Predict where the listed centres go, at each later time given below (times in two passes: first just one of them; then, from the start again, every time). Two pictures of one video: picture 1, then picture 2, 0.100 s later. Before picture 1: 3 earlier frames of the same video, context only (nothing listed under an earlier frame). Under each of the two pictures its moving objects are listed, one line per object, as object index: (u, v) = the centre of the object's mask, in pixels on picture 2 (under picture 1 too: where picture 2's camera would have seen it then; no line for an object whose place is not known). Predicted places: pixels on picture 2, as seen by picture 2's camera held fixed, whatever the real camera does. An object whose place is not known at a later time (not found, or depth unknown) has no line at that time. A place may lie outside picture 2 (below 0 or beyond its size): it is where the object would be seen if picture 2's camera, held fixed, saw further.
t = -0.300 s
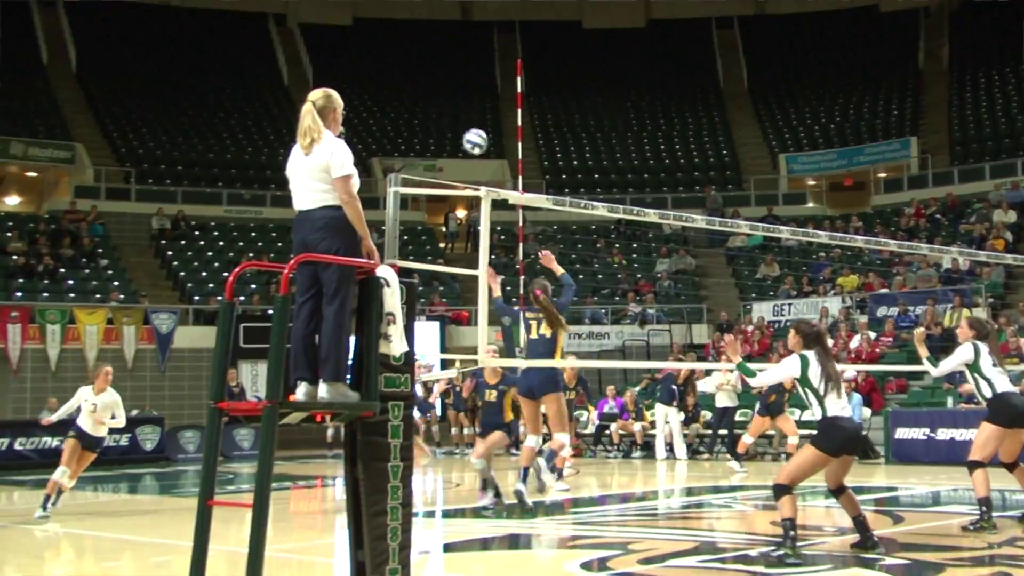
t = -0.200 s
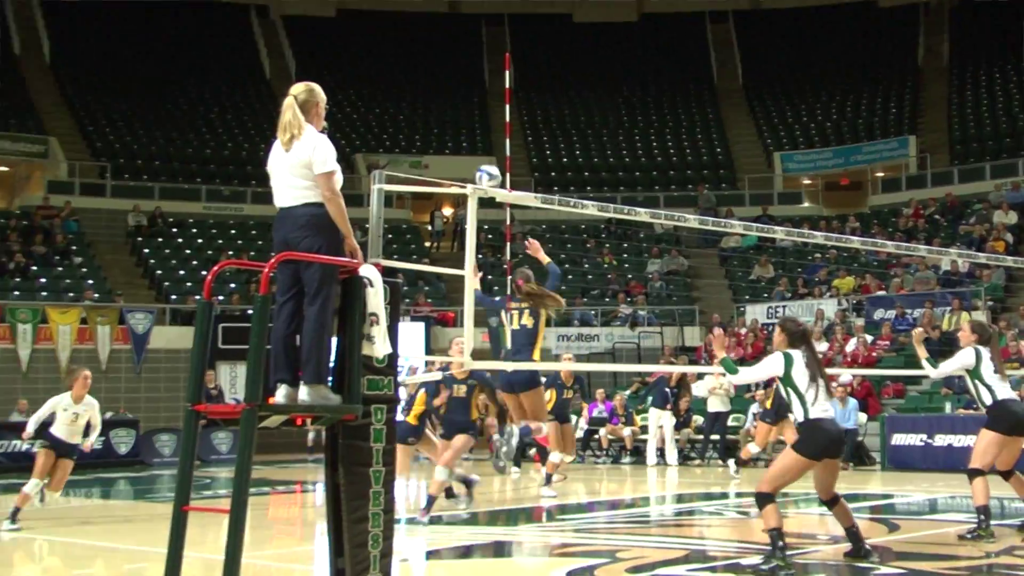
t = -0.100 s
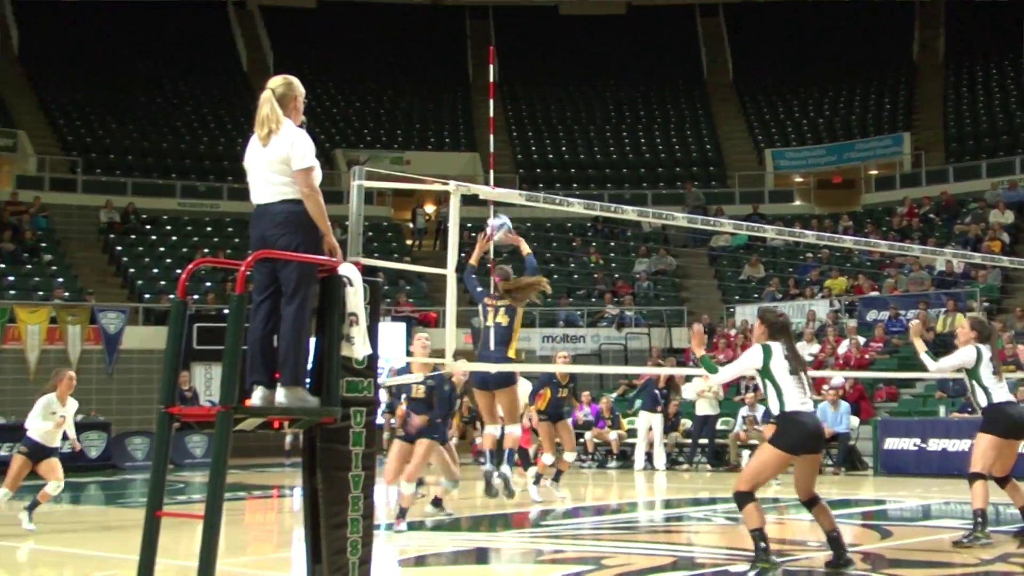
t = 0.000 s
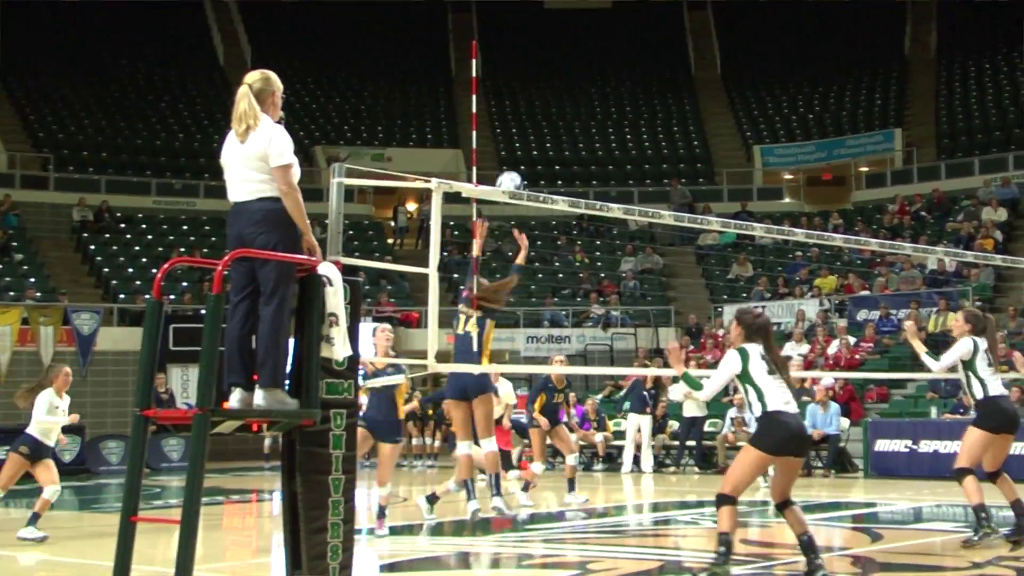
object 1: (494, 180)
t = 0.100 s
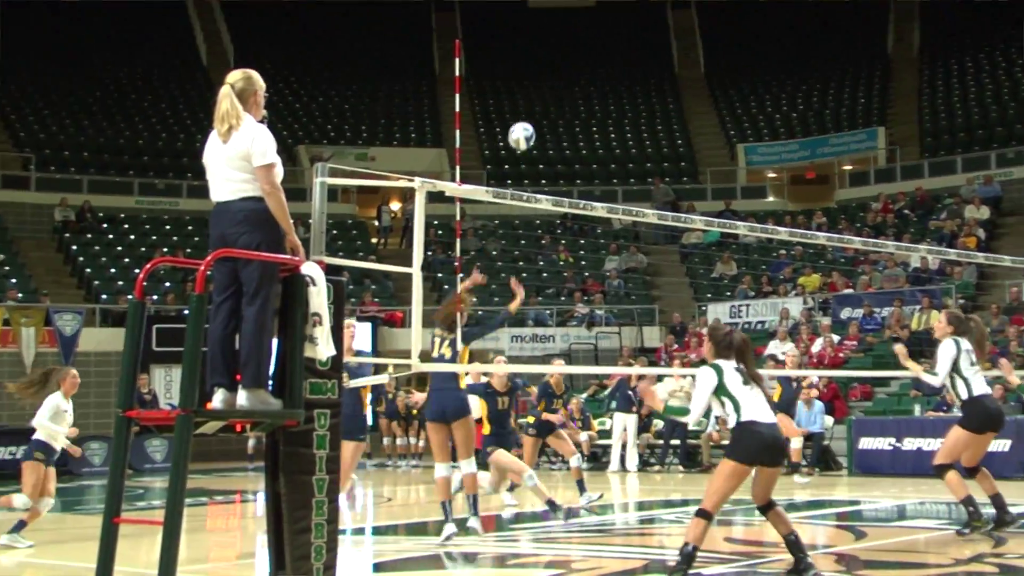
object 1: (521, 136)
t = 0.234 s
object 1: (554, 93)
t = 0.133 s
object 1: (530, 123)
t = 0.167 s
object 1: (538, 111)
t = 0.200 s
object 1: (546, 102)
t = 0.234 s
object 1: (554, 93)
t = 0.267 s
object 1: (561, 87)
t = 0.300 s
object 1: (568, 81)
